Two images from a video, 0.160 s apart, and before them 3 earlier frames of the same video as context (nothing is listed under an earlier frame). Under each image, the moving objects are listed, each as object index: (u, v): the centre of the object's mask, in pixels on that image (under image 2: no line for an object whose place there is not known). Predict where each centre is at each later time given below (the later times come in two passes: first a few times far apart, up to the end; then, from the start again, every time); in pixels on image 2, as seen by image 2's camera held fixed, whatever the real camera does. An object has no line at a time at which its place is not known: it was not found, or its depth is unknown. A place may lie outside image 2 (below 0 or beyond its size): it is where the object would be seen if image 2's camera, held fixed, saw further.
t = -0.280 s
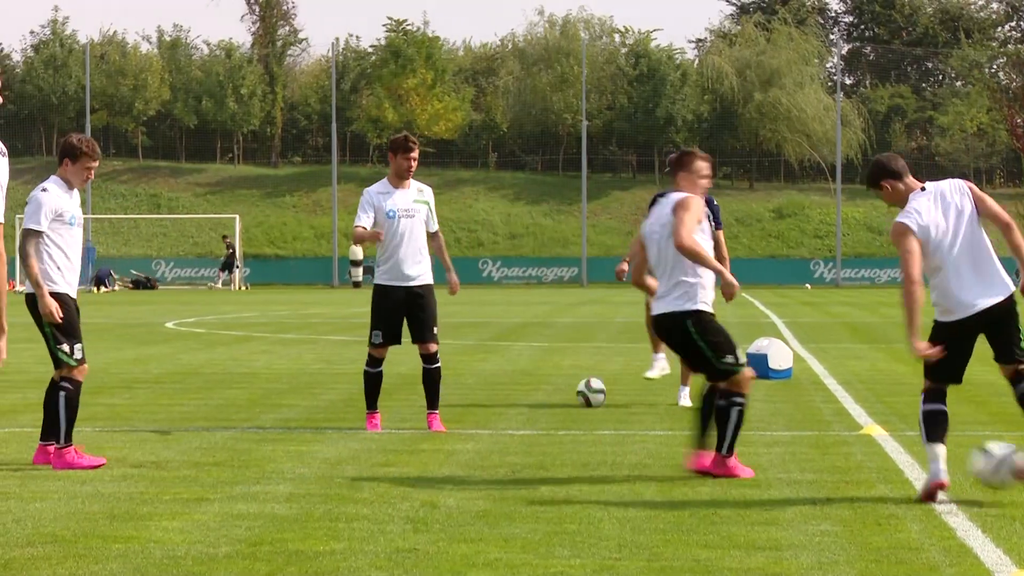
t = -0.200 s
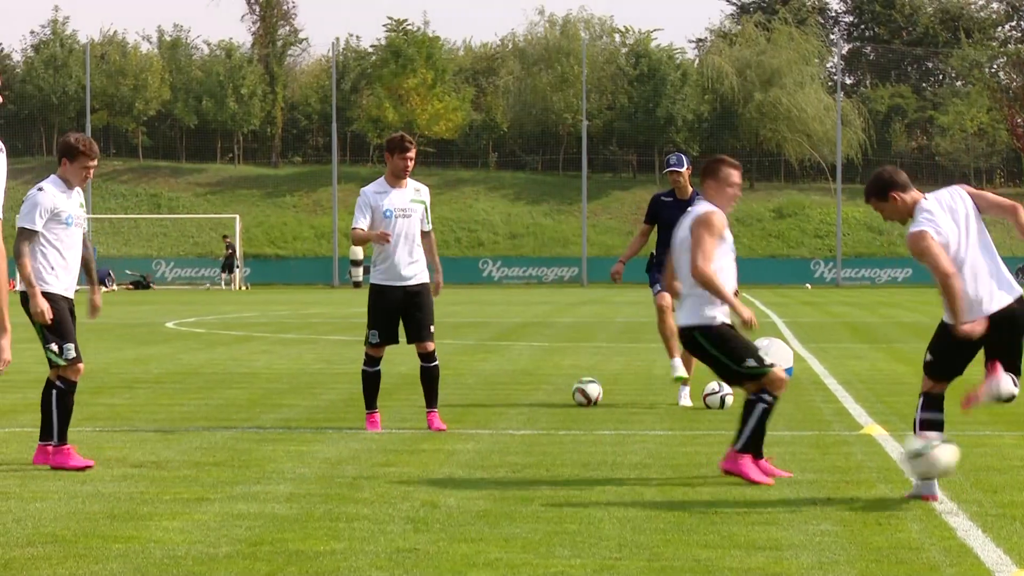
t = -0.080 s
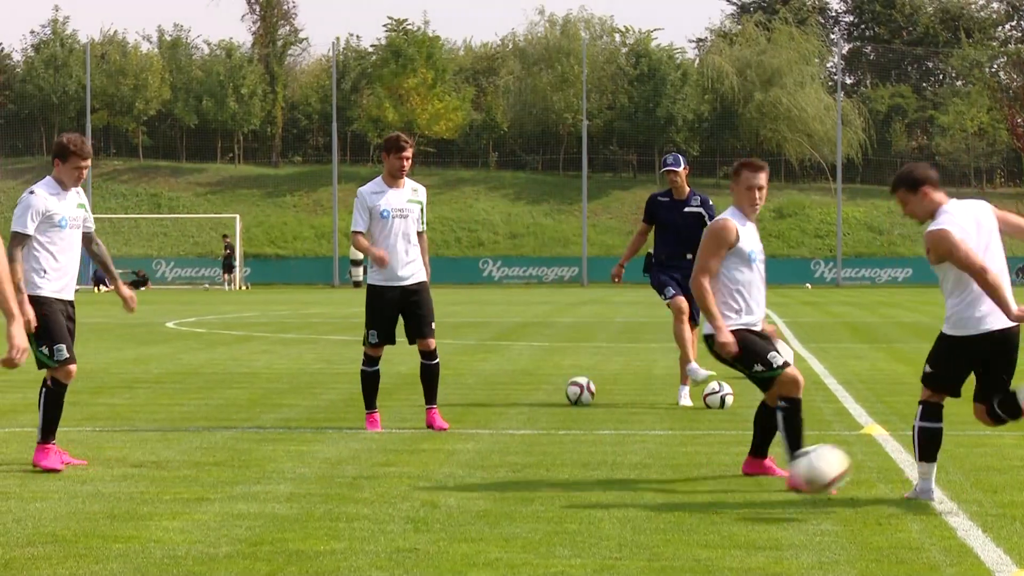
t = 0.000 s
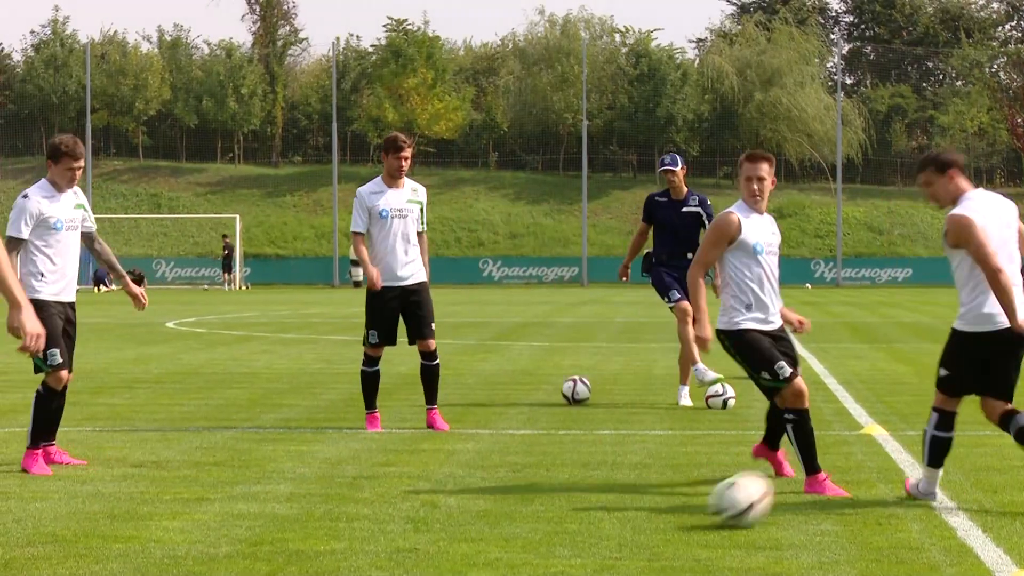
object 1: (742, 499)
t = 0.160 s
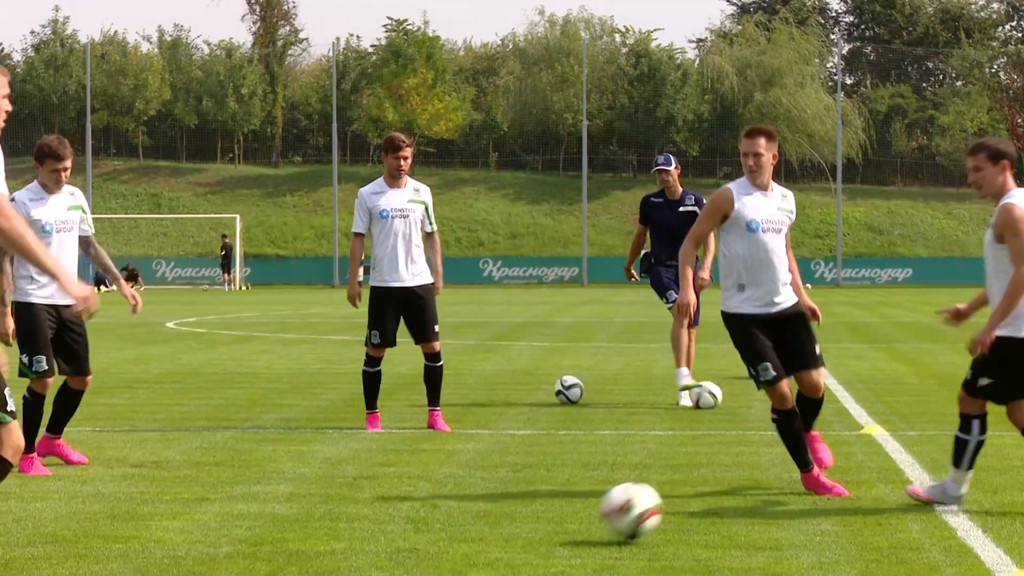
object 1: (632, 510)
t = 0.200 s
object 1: (603, 519)
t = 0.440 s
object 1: (488, 543)
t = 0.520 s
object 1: (451, 547)
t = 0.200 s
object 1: (603, 519)
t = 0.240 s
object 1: (579, 525)
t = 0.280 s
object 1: (562, 524)
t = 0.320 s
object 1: (544, 525)
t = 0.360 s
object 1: (526, 531)
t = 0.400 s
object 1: (506, 540)
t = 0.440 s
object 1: (488, 543)
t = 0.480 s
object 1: (470, 544)
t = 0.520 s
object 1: (451, 547)
